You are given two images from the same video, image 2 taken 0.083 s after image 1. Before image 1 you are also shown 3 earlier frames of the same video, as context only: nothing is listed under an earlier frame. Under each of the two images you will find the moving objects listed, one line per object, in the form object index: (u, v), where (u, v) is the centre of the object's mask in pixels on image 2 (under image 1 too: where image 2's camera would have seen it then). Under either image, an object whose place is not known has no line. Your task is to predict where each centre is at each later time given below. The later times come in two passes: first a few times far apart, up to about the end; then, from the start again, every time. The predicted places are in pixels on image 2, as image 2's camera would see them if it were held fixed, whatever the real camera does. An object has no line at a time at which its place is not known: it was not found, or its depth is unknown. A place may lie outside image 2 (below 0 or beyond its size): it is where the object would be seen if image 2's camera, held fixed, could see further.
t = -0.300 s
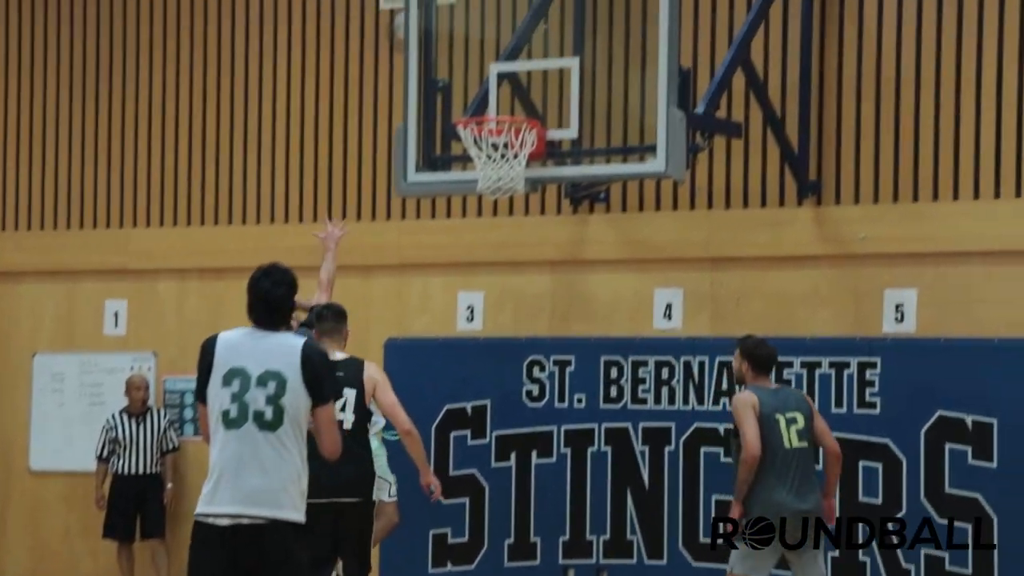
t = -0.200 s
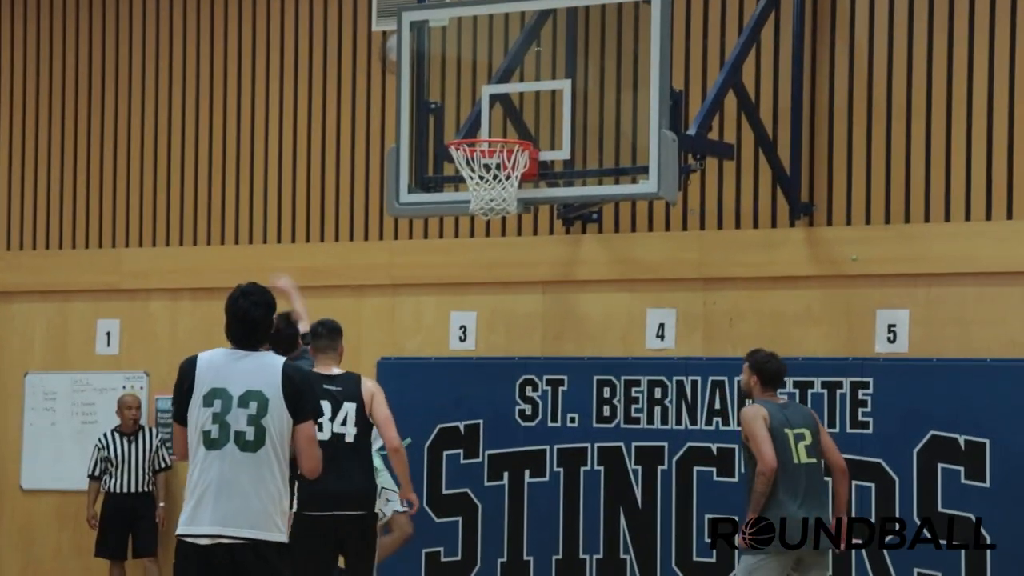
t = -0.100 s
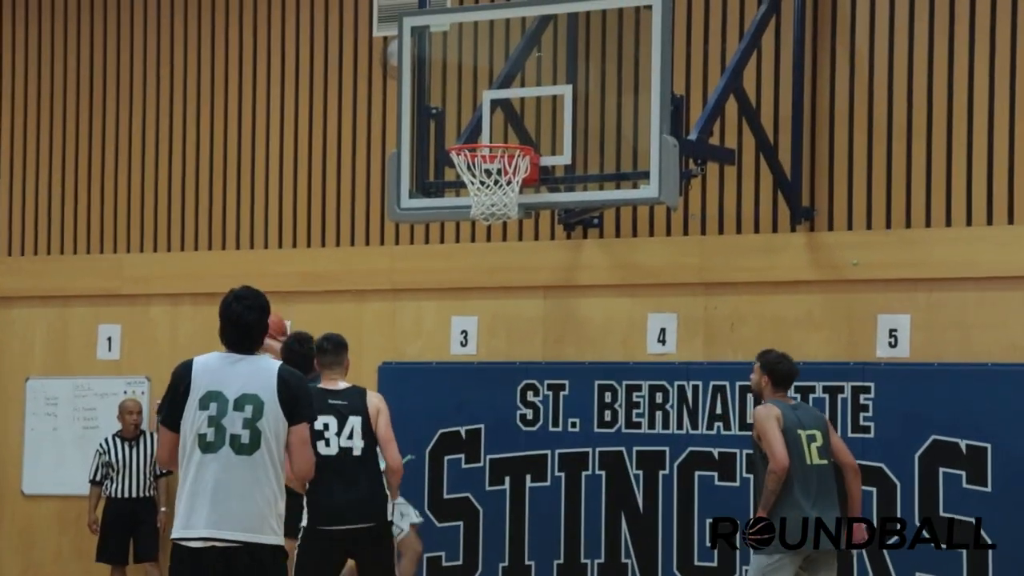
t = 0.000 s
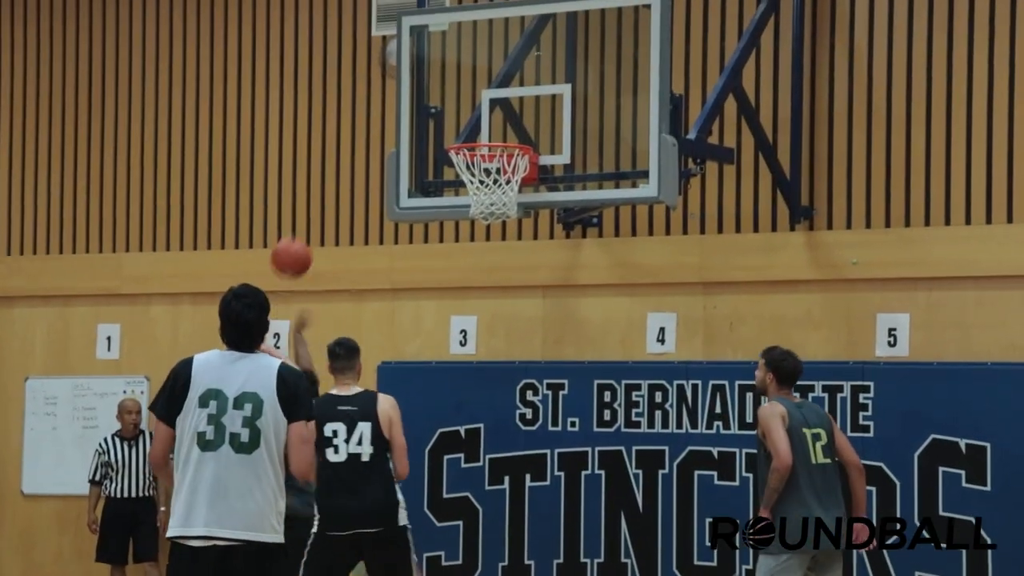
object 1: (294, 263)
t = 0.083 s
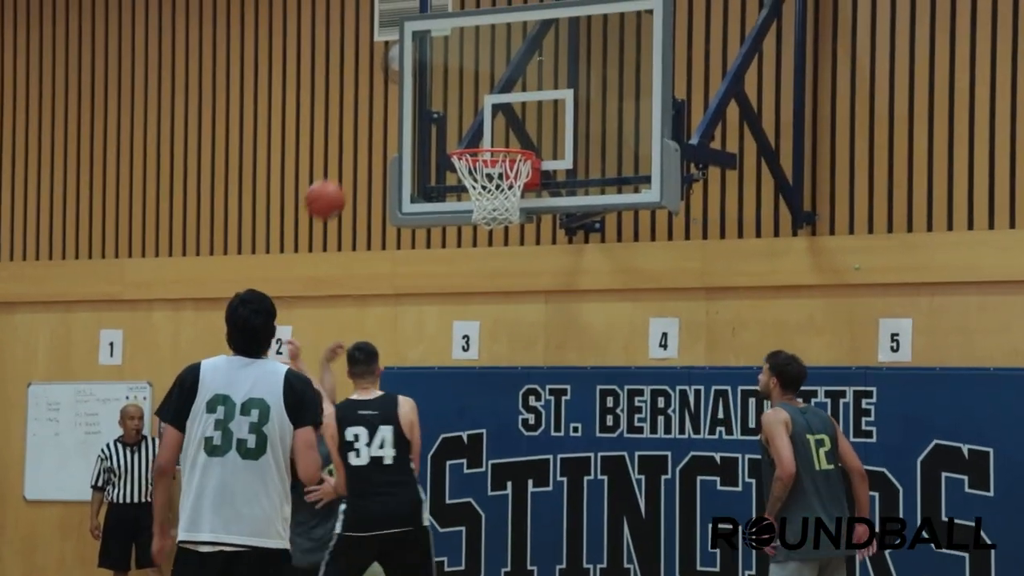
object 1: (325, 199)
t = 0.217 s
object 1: (374, 121)
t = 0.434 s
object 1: (450, 57)
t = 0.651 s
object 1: (467, 83)
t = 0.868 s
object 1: (482, 181)
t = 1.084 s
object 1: (497, 220)
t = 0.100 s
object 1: (330, 188)
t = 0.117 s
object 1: (337, 177)
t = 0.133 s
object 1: (343, 167)
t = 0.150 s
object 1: (350, 156)
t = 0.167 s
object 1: (356, 147)
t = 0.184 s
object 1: (361, 138)
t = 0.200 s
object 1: (368, 130)
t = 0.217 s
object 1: (374, 121)
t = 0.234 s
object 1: (380, 114)
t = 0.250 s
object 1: (386, 106)
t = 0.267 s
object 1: (393, 99)
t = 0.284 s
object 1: (399, 93)
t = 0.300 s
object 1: (405, 87)
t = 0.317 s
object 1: (411, 81)
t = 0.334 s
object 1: (418, 76)
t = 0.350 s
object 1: (425, 71)
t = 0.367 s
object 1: (431, 68)
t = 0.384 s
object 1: (436, 64)
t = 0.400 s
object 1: (443, 61)
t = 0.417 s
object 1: (448, 59)
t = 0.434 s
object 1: (450, 57)
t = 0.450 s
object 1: (451, 57)
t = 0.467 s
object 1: (453, 56)
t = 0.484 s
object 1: (454, 56)
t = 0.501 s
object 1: (456, 57)
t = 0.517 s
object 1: (457, 58)
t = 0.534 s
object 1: (458, 59)
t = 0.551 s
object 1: (459, 61)
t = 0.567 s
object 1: (461, 64)
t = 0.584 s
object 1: (462, 67)
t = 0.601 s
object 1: (463, 70)
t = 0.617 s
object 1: (464, 74)
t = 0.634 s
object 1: (466, 78)
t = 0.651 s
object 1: (467, 83)
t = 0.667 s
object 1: (468, 88)
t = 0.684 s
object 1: (469, 94)
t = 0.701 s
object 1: (470, 100)
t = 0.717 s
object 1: (471, 107)
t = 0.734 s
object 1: (473, 114)
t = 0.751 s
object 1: (474, 122)
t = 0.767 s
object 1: (475, 130)
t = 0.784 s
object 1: (477, 135)
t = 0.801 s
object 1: (478, 139)
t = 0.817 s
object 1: (481, 157)
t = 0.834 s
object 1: (480, 169)
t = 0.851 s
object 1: (481, 175)
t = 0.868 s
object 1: (482, 181)
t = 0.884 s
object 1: (484, 183)
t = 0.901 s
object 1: (485, 183)
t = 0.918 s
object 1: (488, 184)
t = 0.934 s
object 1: (489, 184)
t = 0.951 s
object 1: (493, 183)
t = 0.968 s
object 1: (492, 184)
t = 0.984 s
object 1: (488, 211)
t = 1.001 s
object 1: (490, 212)
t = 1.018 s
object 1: (491, 213)
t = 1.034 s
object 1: (492, 215)
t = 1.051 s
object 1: (494, 216)
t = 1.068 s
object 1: (495, 218)
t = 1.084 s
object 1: (497, 220)
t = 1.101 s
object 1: (498, 223)
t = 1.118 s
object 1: (499, 225)
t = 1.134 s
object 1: (499, 228)
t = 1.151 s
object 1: (500, 231)
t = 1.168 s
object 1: (500, 234)
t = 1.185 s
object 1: (500, 238)
